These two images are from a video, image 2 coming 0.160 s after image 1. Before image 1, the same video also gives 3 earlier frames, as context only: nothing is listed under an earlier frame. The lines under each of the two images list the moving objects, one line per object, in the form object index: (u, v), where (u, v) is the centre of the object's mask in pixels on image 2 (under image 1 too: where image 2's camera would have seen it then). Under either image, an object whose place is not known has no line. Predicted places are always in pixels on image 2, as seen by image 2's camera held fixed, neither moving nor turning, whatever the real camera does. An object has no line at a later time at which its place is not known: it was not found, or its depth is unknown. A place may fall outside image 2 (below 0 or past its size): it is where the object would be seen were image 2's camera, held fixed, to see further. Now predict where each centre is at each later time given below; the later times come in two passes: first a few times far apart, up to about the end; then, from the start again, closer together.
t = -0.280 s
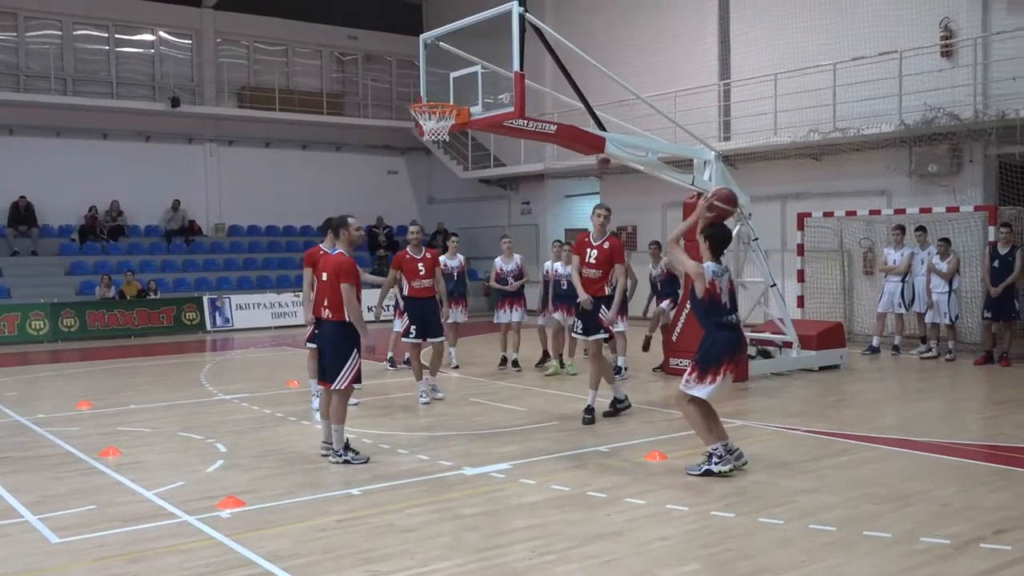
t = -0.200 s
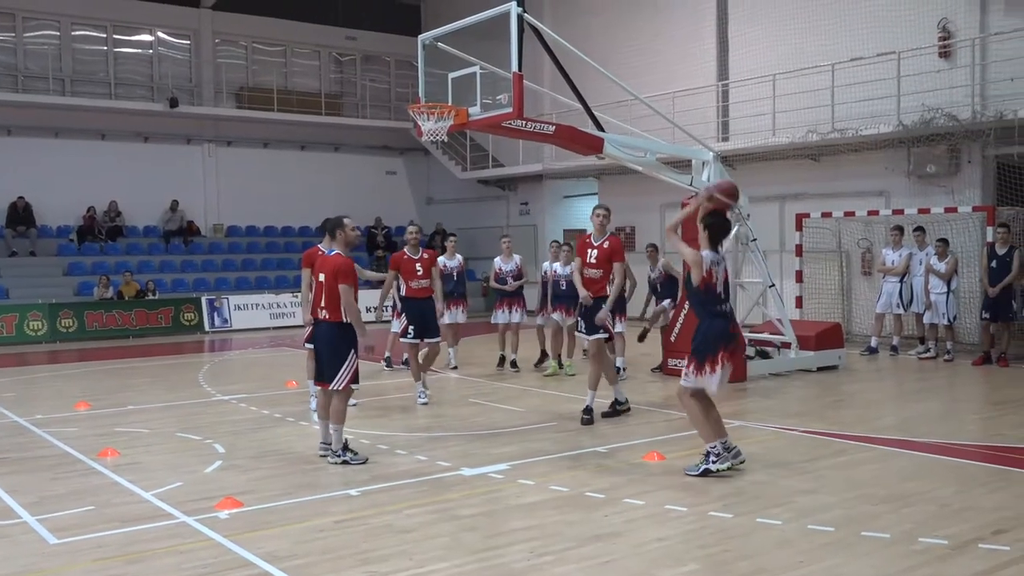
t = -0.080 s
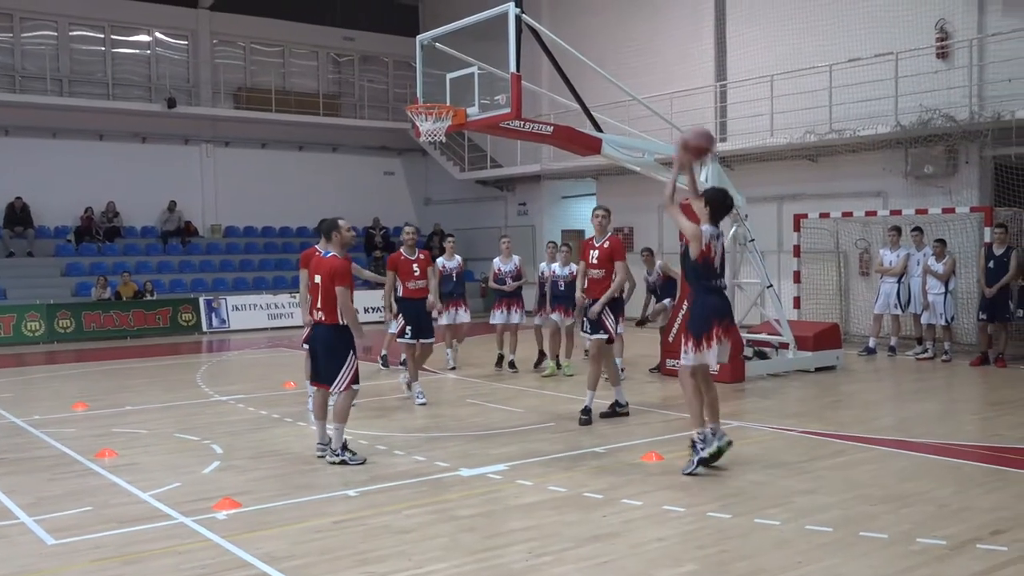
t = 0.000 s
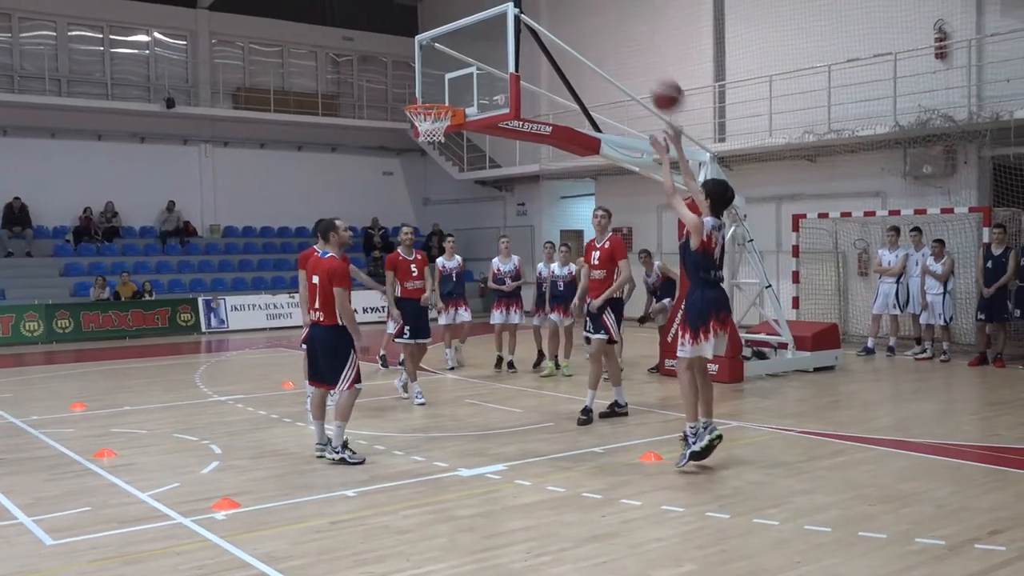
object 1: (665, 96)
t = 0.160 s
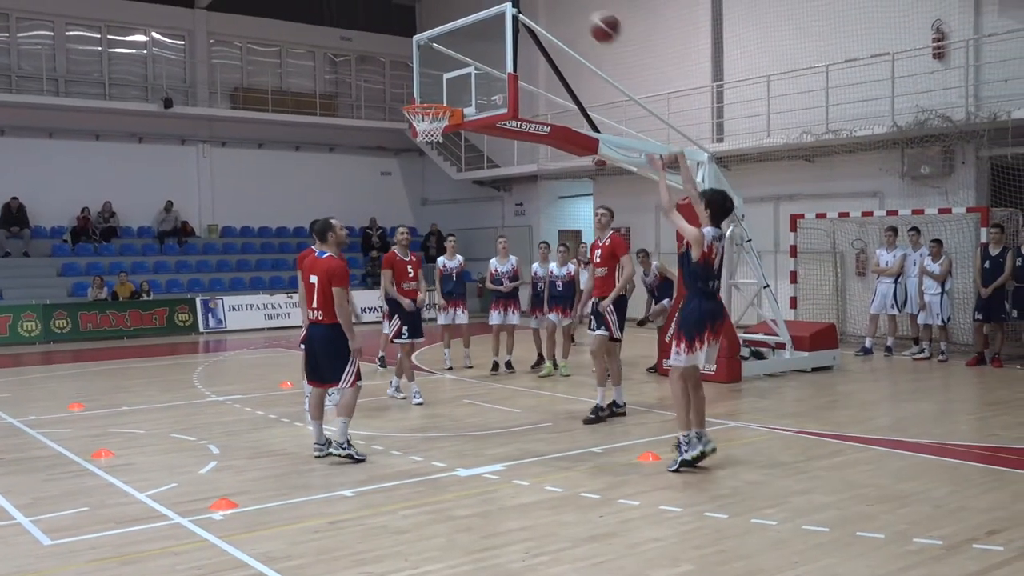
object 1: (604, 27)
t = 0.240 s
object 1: (578, 10)
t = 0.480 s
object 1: (508, 4)
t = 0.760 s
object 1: (440, 60)
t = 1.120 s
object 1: (428, 123)
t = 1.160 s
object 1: (425, 126)
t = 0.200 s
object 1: (591, 16)
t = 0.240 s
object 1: (578, 10)
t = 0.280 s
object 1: (565, 7)
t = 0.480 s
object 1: (508, 4)
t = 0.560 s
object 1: (486, 9)
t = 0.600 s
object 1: (477, 13)
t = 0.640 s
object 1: (467, 22)
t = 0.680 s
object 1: (459, 34)
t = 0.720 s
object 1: (450, 46)
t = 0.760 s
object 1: (440, 60)
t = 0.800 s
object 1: (432, 72)
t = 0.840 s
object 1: (423, 89)
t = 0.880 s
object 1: (415, 100)
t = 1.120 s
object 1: (428, 123)
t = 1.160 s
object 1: (425, 126)
